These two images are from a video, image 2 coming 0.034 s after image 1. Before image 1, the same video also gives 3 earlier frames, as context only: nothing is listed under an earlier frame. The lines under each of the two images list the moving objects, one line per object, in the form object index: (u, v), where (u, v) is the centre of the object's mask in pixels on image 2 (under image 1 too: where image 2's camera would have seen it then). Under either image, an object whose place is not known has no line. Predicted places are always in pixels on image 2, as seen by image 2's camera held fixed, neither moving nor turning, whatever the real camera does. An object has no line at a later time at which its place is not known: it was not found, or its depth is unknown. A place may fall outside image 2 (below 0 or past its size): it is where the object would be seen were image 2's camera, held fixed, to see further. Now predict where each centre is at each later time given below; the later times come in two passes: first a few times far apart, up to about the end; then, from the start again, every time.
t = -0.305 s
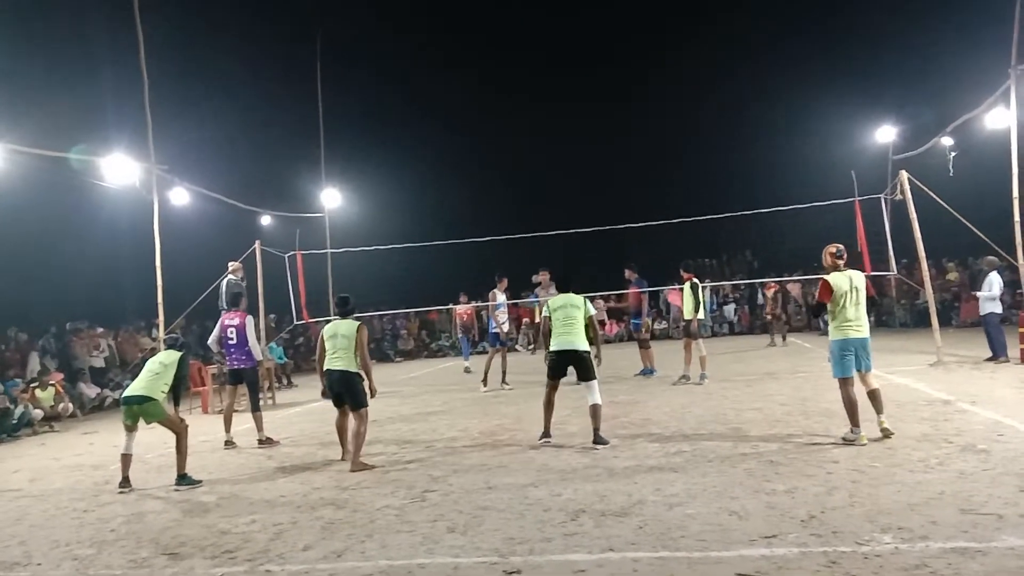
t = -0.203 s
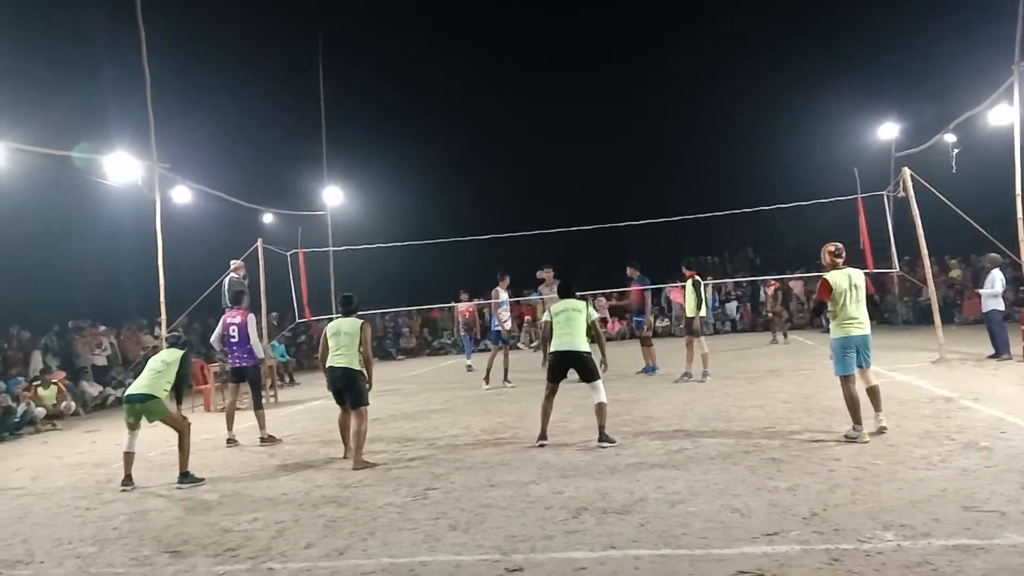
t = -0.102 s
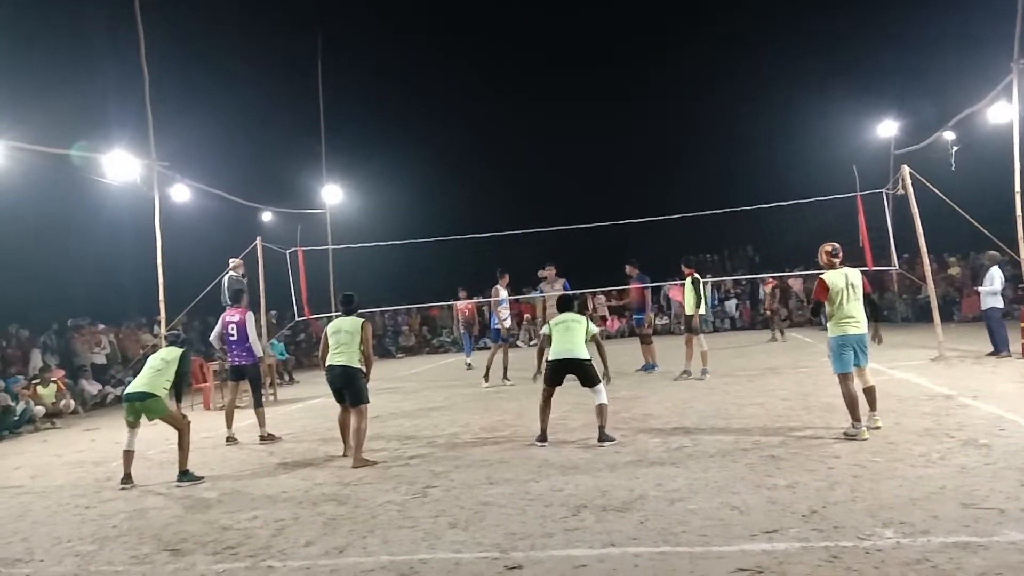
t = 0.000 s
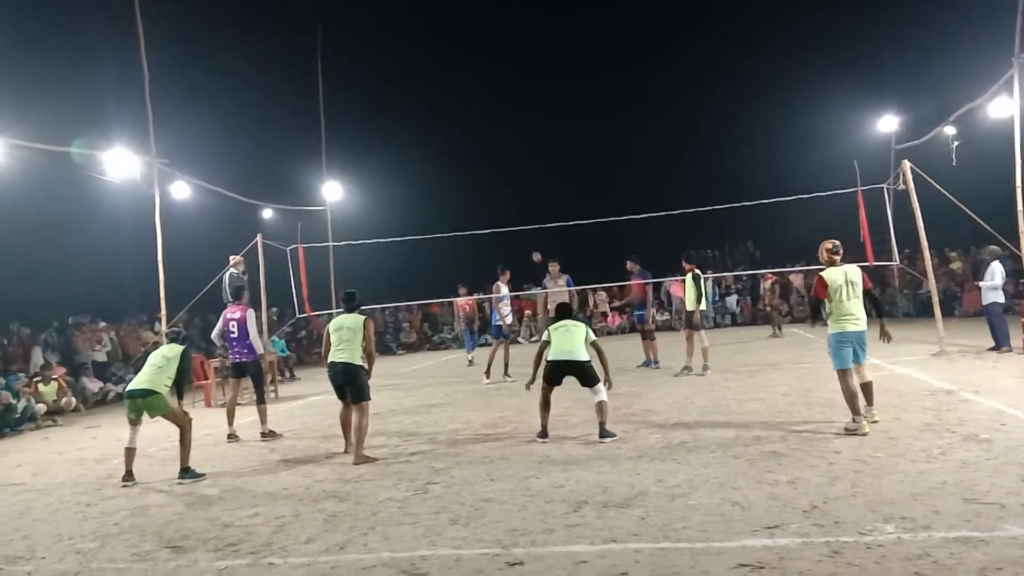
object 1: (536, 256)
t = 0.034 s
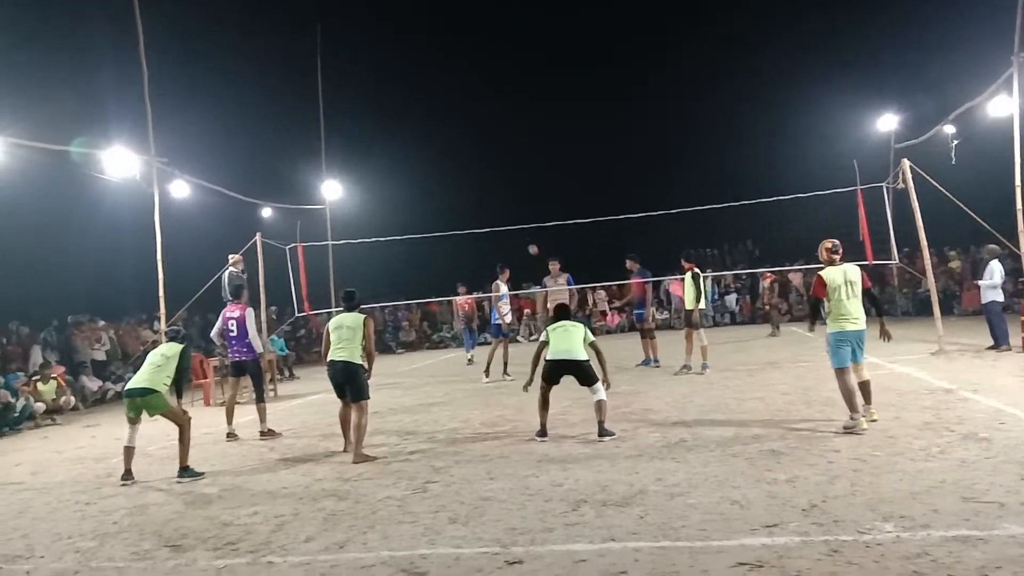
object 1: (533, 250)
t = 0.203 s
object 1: (514, 221)
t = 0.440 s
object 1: (485, 196)
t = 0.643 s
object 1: (461, 195)
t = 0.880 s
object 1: (435, 222)
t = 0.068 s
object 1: (529, 243)
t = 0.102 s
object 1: (526, 238)
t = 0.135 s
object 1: (522, 232)
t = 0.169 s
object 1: (518, 226)
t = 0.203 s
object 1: (514, 221)
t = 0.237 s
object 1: (511, 216)
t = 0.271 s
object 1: (507, 212)
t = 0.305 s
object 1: (502, 208)
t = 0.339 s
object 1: (497, 204)
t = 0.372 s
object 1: (493, 201)
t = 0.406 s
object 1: (489, 198)
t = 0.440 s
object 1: (485, 196)
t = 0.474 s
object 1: (481, 194)
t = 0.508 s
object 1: (476, 193)
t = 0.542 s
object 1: (472, 193)
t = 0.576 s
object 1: (468, 193)
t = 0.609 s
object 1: (464, 194)
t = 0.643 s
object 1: (461, 195)
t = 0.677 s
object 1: (457, 197)
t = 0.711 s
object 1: (453, 200)
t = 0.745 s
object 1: (449, 203)
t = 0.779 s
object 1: (445, 207)
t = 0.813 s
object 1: (442, 212)
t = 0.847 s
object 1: (438, 217)
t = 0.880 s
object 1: (435, 222)
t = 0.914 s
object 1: (431, 230)
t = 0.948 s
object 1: (427, 238)
